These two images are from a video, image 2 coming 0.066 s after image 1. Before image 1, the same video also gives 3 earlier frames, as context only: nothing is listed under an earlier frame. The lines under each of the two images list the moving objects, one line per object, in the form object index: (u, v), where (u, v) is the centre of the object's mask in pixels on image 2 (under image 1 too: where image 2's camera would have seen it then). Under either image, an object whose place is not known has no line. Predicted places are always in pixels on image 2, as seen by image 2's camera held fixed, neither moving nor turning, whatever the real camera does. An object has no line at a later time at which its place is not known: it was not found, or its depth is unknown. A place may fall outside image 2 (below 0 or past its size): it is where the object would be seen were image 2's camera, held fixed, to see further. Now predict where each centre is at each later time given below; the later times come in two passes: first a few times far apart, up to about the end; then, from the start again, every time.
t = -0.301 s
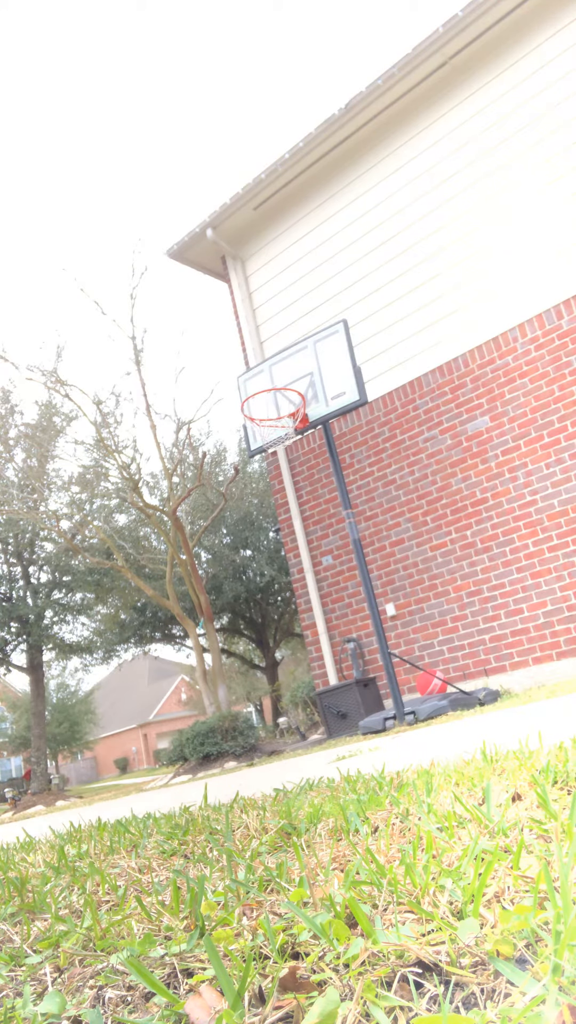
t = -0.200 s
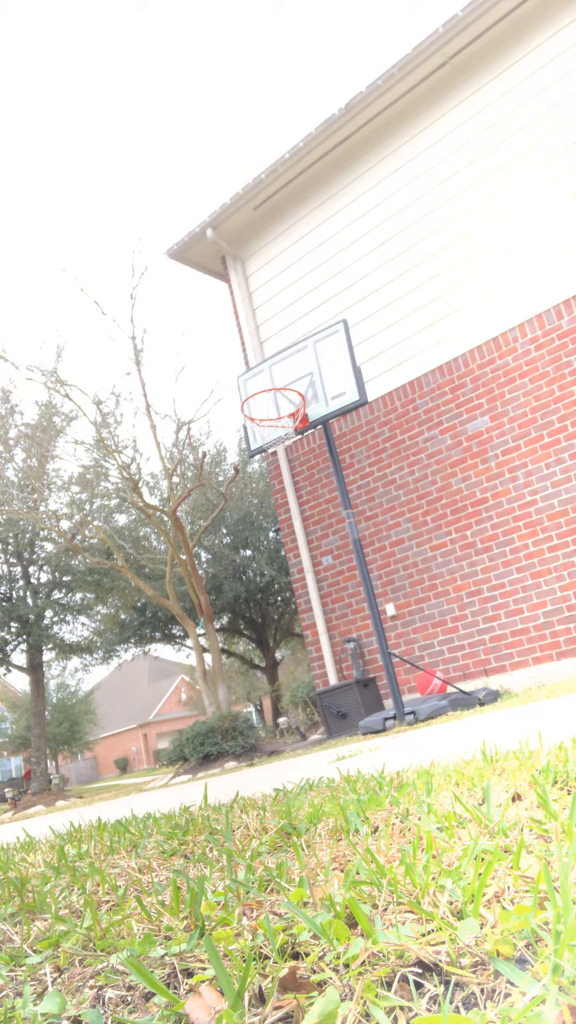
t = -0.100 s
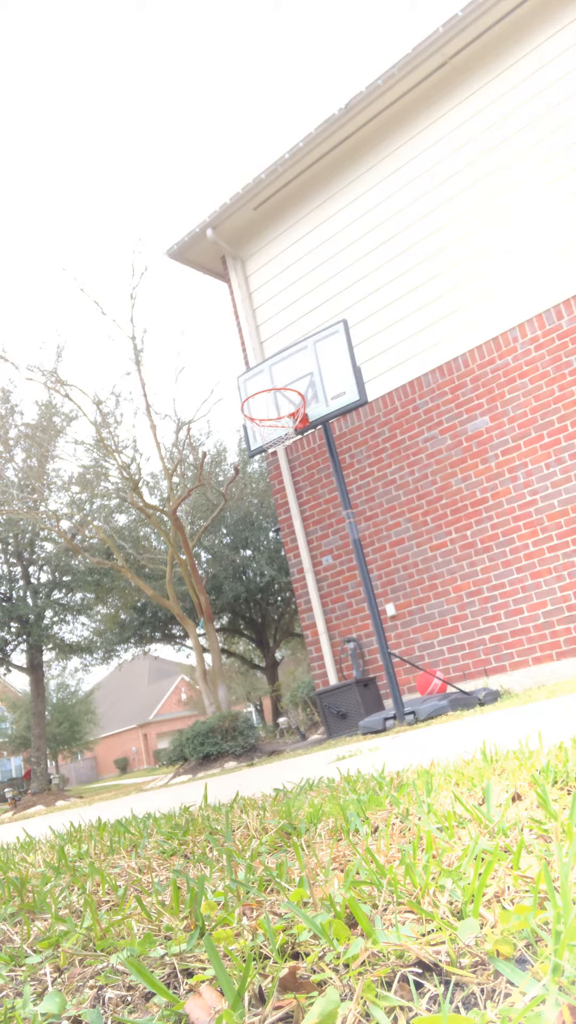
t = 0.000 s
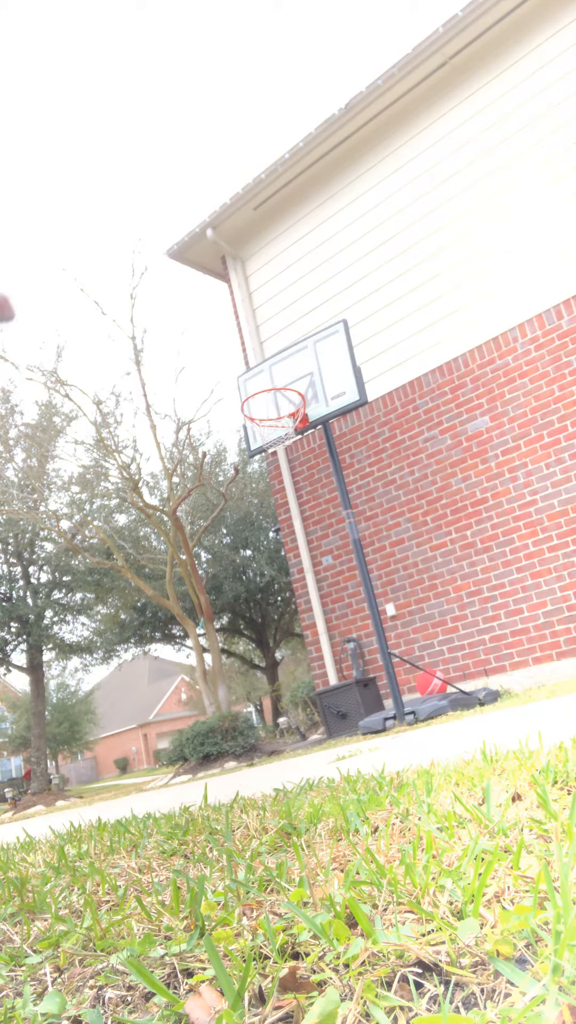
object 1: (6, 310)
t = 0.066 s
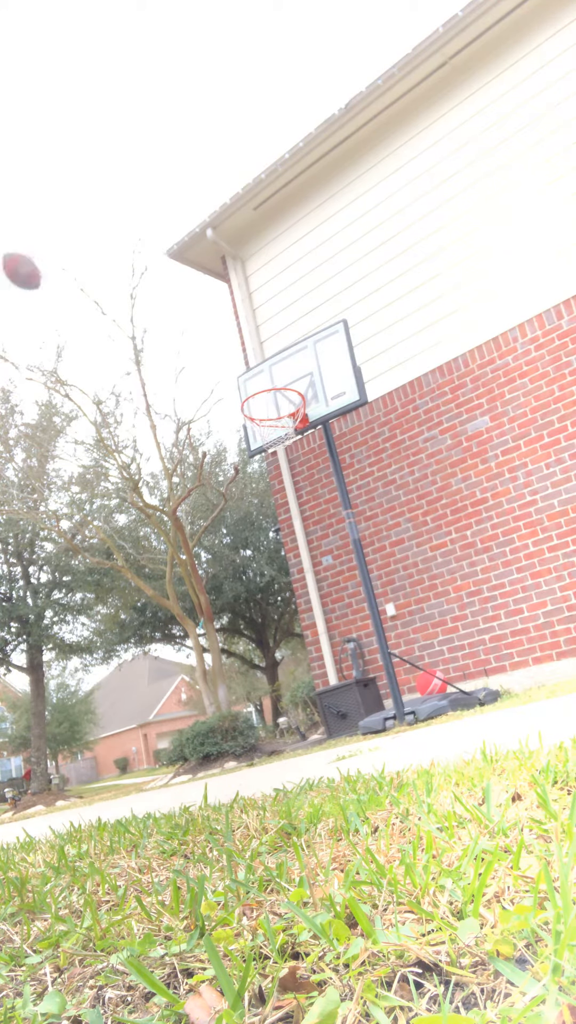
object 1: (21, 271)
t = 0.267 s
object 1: (95, 227)
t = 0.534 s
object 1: (184, 256)
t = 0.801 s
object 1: (269, 361)
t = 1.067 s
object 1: (345, 376)
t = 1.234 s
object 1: (413, 423)
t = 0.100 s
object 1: (35, 259)
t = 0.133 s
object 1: (48, 249)
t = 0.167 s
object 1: (60, 240)
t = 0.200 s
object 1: (72, 234)
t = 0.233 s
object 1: (83, 229)
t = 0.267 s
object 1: (95, 227)
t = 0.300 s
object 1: (107, 226)
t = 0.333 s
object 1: (118, 227)
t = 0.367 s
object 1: (129, 229)
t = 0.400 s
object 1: (140, 232)
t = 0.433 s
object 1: (150, 237)
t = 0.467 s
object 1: (162, 242)
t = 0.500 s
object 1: (174, 250)
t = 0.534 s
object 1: (184, 256)
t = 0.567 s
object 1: (195, 264)
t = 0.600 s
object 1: (206, 273)
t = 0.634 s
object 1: (216, 285)
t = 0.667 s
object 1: (228, 302)
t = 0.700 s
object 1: (239, 315)
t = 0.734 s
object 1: (250, 330)
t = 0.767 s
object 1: (259, 345)
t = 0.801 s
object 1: (269, 361)
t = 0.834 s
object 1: (280, 375)
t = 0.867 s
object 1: (287, 371)
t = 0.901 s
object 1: (296, 369)
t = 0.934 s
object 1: (304, 367)
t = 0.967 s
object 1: (314, 367)
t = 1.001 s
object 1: (324, 369)
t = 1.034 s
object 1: (334, 372)
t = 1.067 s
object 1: (345, 376)
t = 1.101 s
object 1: (357, 382)
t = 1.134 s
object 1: (369, 389)
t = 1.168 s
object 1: (382, 400)
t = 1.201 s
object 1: (398, 411)
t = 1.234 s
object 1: (413, 423)
